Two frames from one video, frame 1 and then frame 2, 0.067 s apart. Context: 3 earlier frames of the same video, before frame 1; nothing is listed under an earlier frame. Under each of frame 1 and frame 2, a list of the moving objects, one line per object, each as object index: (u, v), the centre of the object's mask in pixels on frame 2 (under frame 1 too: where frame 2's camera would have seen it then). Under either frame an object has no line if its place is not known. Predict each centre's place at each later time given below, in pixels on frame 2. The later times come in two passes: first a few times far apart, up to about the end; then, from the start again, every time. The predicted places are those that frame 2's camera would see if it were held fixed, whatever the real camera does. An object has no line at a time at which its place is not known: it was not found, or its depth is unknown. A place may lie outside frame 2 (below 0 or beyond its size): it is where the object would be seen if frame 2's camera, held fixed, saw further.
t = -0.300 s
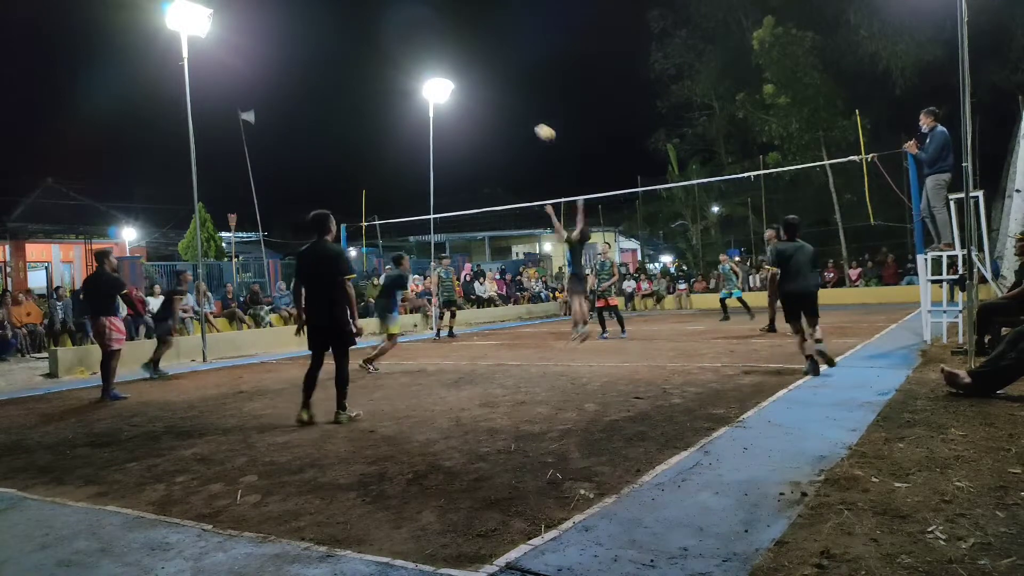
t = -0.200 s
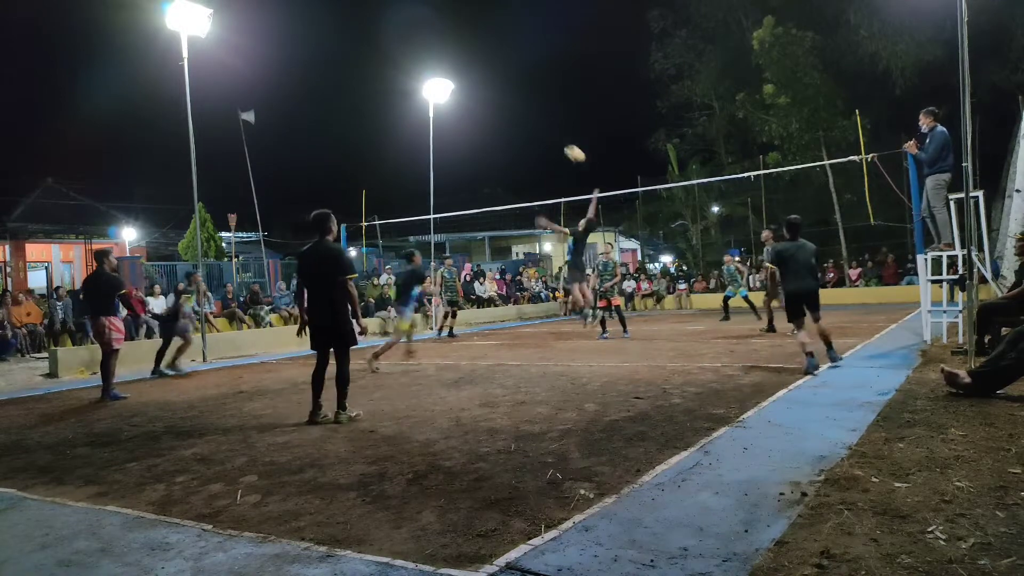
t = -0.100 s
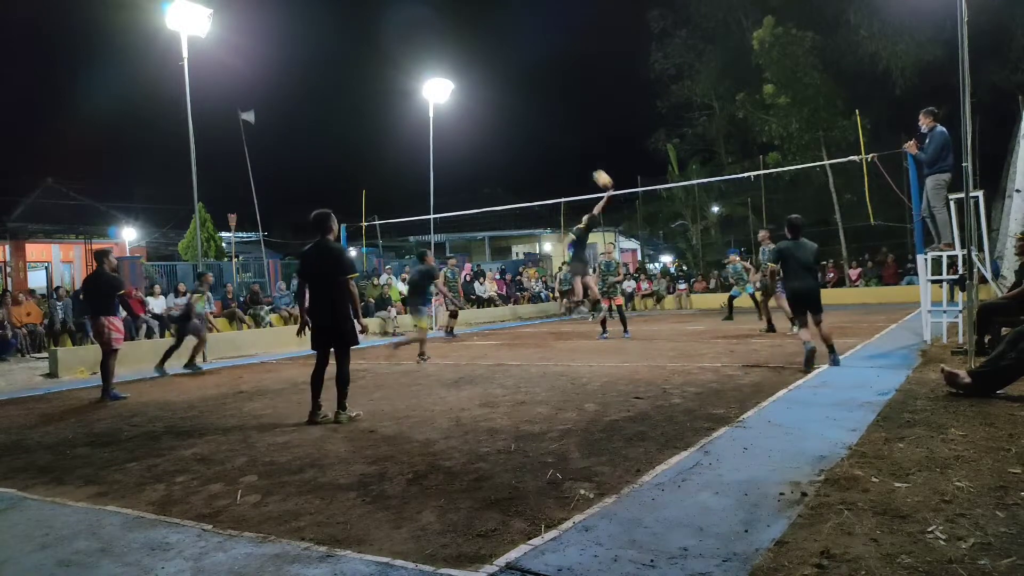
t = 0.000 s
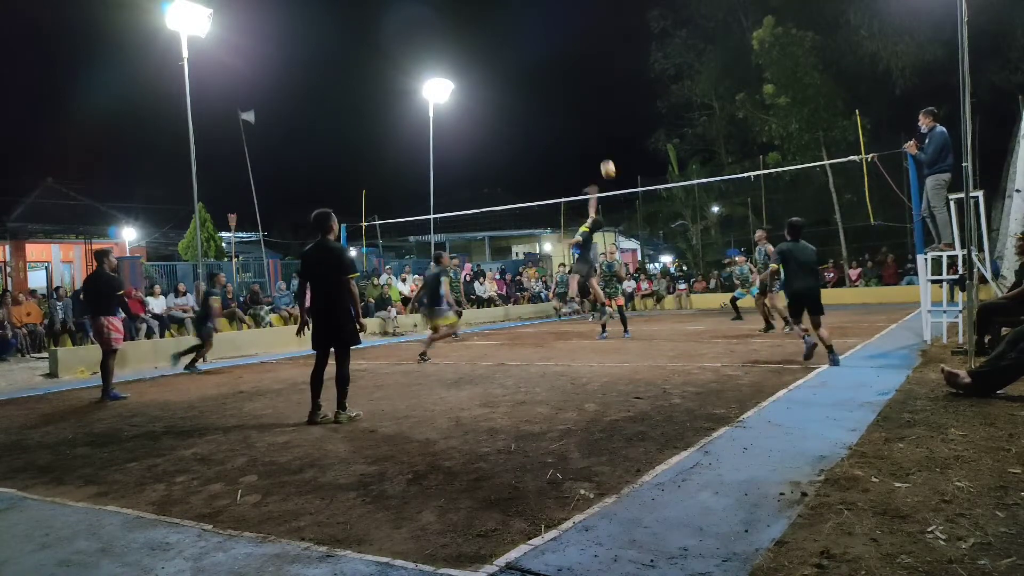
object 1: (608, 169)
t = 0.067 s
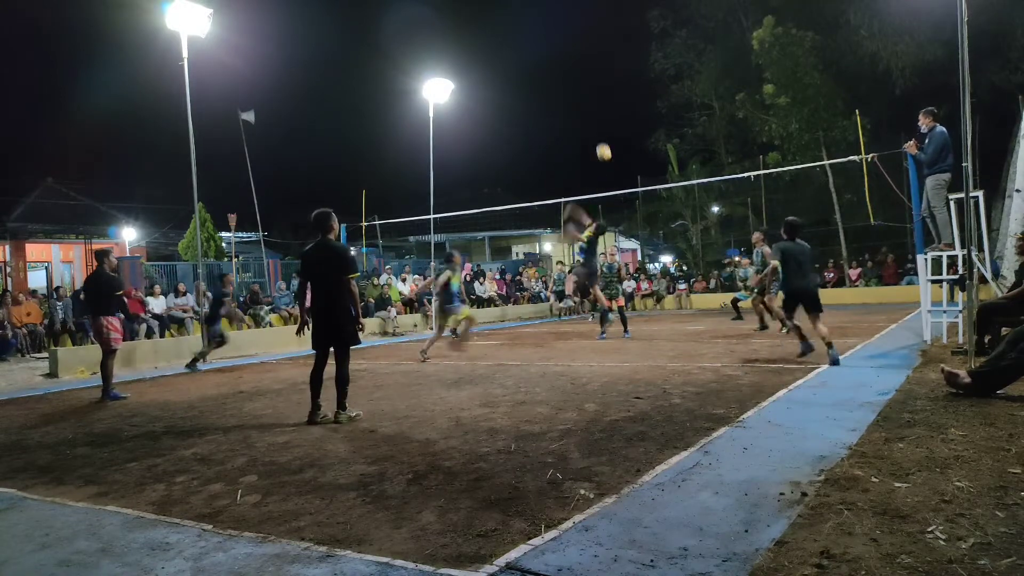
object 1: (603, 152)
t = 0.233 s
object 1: (595, 121)
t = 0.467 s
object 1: (585, 106)
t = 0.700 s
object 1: (578, 122)
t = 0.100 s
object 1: (601, 144)
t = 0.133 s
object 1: (600, 137)
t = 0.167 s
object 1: (598, 131)
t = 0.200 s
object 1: (596, 126)
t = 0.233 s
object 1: (595, 121)
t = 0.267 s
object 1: (593, 117)
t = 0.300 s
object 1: (591, 113)
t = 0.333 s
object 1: (590, 110)
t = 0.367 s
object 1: (589, 108)
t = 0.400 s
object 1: (587, 107)
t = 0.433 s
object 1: (586, 107)
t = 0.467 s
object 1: (585, 106)
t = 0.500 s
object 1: (584, 107)
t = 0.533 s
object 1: (583, 108)
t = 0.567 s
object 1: (582, 109)
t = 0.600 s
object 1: (581, 112)
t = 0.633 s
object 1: (580, 114)
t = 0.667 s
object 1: (579, 118)
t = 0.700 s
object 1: (578, 122)
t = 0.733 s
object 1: (577, 127)
